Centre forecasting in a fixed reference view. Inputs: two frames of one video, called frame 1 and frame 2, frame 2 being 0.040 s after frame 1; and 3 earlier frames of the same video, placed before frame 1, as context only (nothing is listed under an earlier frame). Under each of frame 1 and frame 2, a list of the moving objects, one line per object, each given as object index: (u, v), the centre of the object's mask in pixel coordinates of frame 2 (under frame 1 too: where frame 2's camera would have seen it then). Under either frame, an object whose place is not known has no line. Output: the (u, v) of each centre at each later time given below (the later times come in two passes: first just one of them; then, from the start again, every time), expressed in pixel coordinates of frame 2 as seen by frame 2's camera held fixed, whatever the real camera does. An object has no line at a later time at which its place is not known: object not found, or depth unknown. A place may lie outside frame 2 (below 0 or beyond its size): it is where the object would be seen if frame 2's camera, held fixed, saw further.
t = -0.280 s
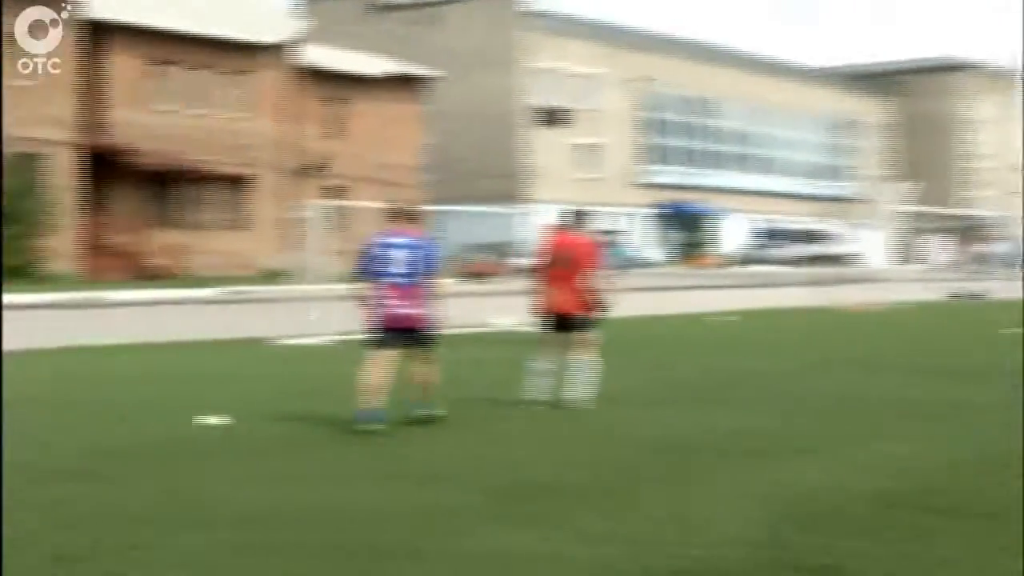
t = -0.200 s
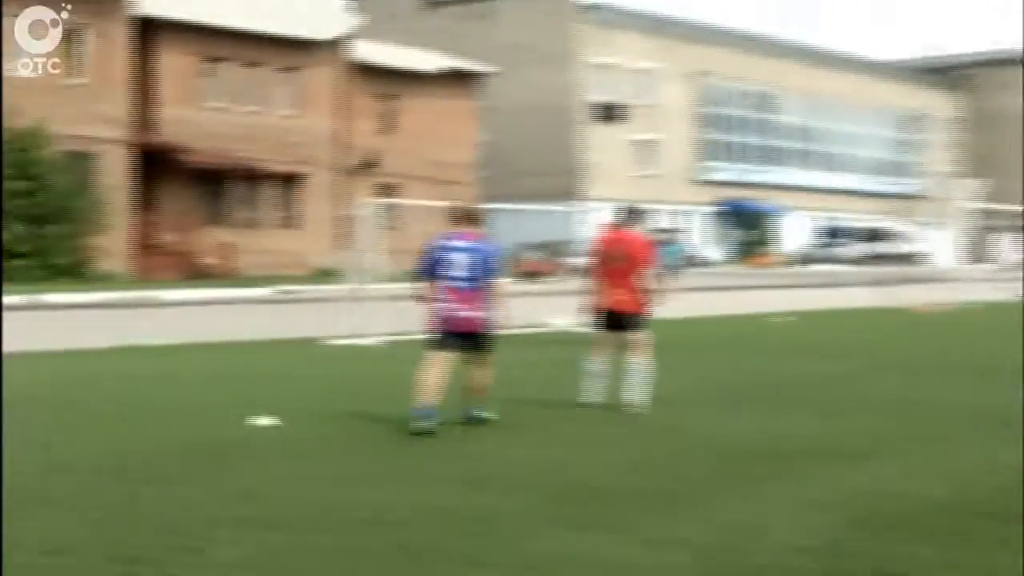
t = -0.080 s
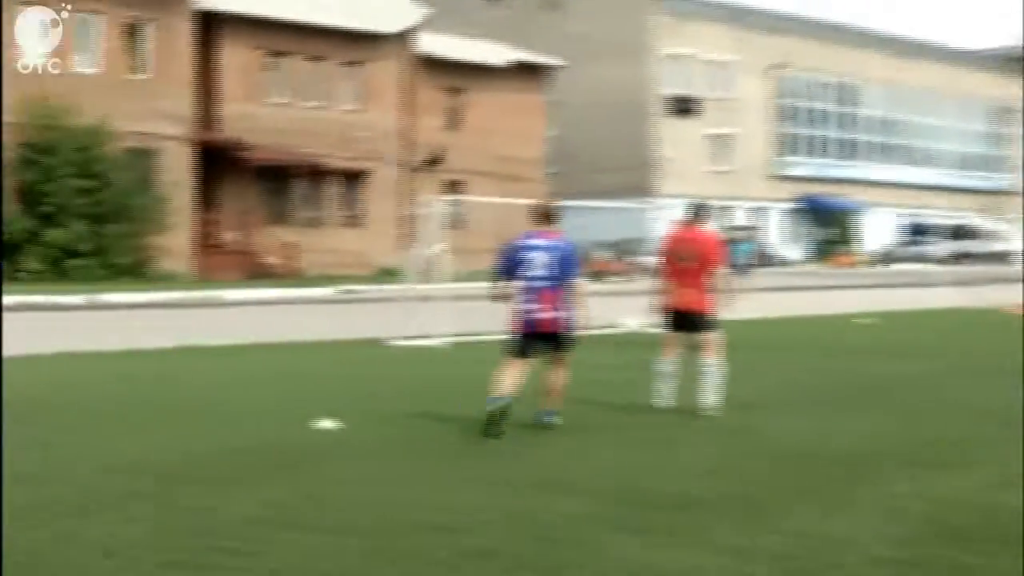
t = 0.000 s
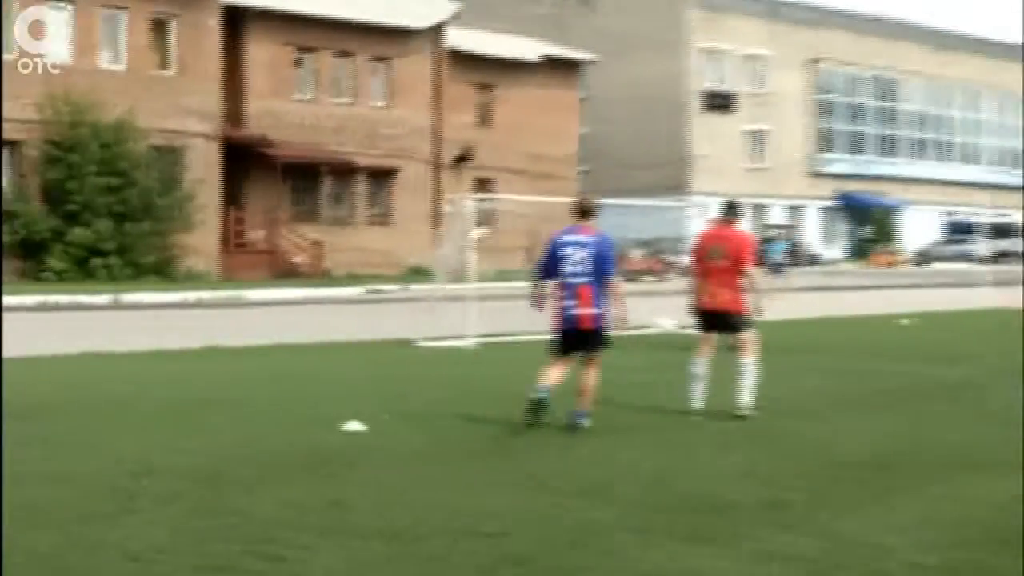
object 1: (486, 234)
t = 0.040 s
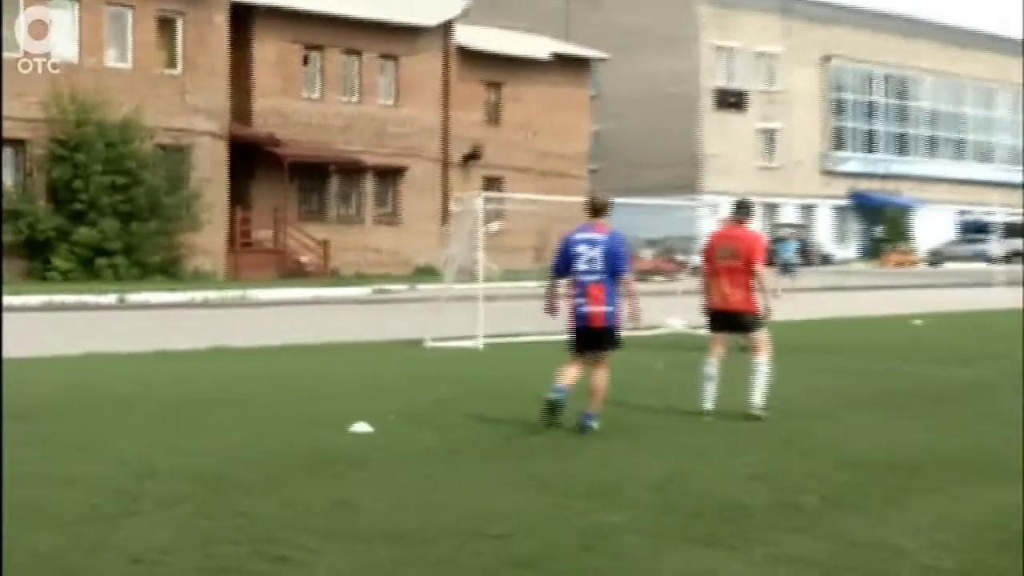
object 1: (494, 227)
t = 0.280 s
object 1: (533, 218)
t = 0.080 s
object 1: (501, 221)
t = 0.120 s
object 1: (508, 217)
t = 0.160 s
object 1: (516, 214)
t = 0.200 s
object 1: (522, 214)
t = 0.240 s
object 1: (529, 215)
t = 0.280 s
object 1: (533, 218)
